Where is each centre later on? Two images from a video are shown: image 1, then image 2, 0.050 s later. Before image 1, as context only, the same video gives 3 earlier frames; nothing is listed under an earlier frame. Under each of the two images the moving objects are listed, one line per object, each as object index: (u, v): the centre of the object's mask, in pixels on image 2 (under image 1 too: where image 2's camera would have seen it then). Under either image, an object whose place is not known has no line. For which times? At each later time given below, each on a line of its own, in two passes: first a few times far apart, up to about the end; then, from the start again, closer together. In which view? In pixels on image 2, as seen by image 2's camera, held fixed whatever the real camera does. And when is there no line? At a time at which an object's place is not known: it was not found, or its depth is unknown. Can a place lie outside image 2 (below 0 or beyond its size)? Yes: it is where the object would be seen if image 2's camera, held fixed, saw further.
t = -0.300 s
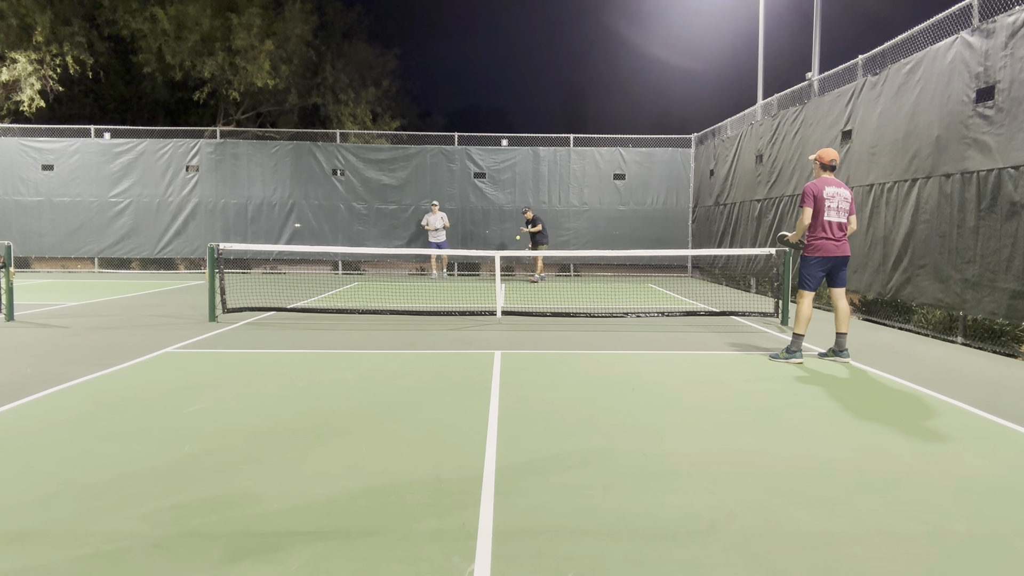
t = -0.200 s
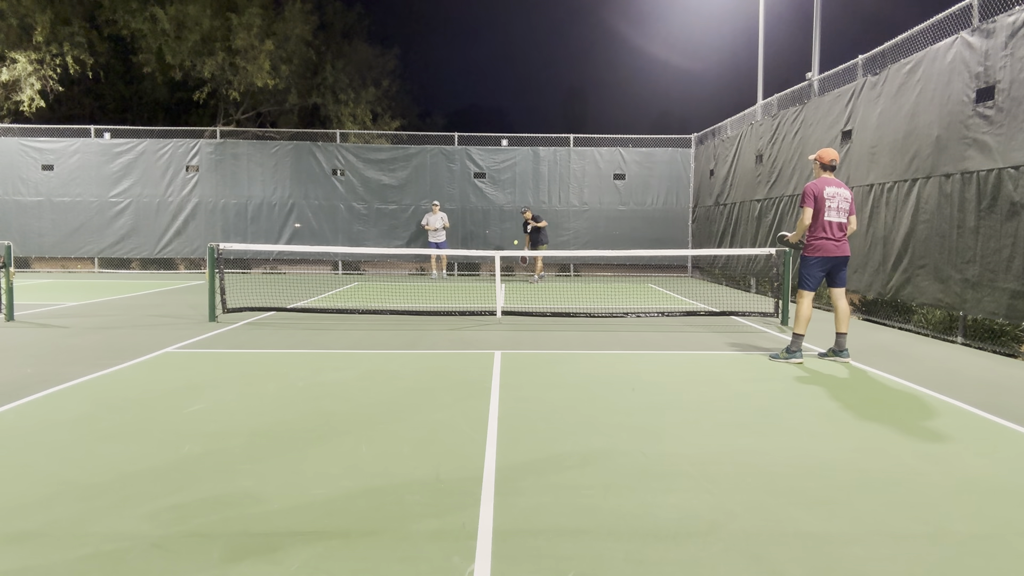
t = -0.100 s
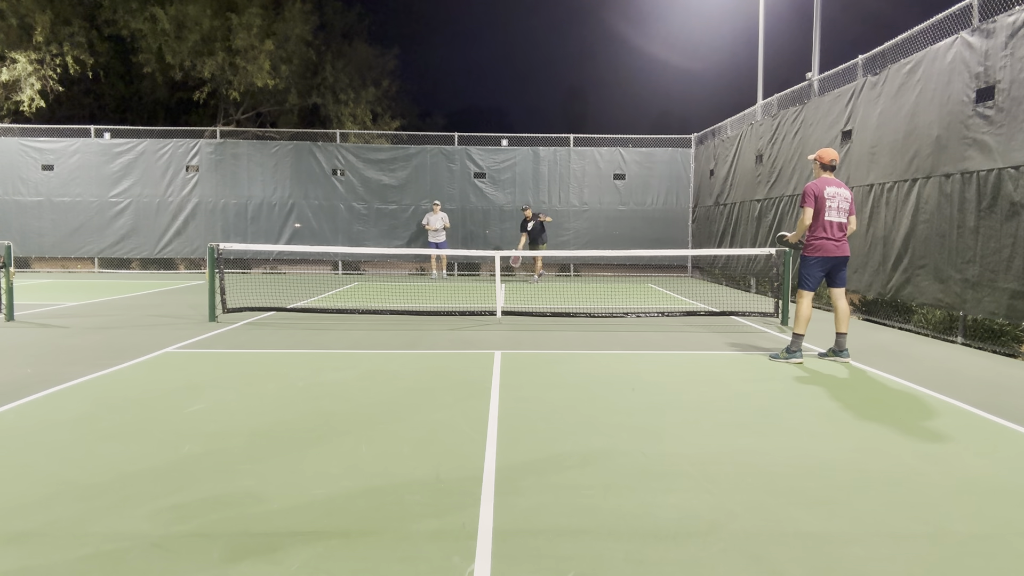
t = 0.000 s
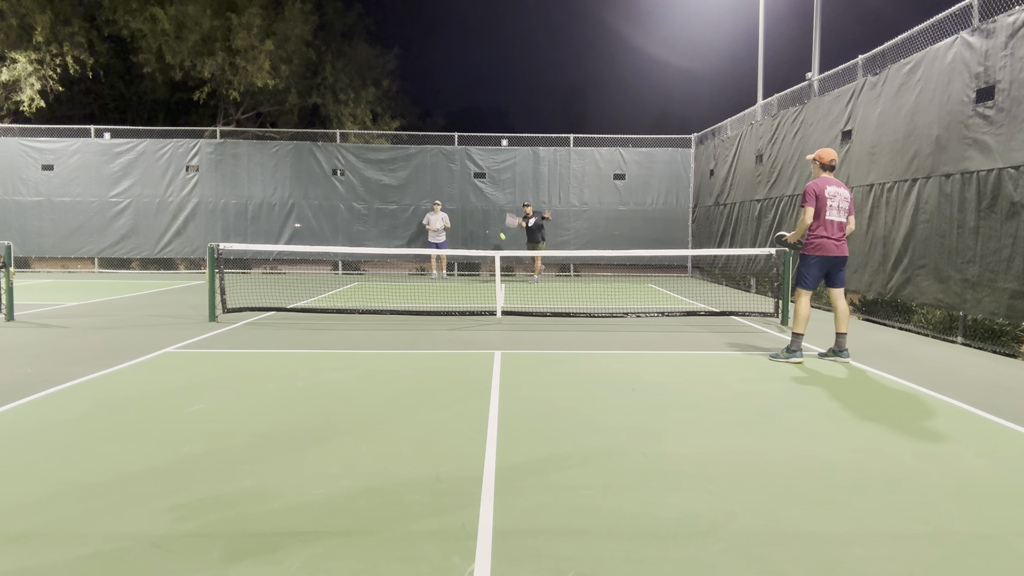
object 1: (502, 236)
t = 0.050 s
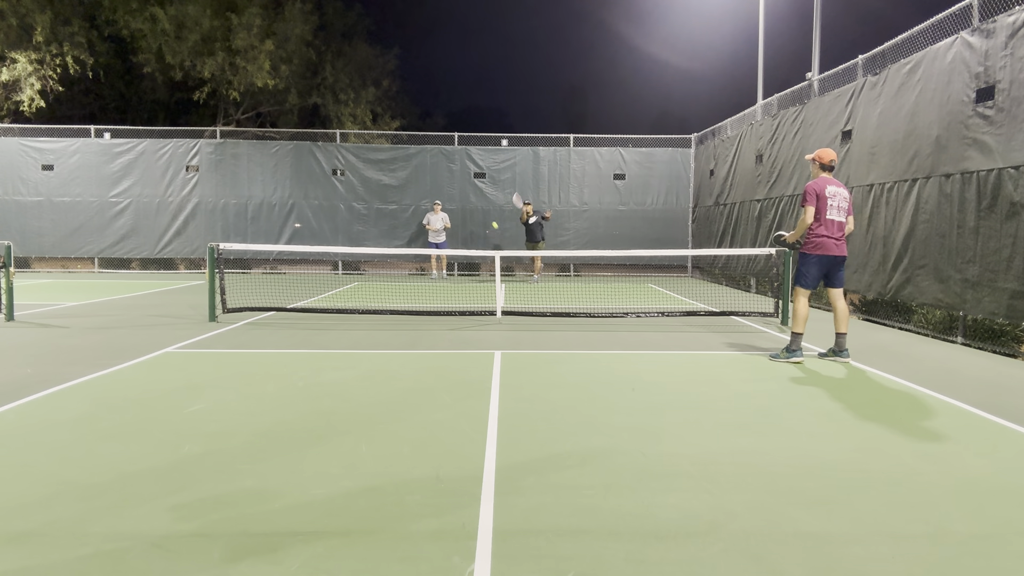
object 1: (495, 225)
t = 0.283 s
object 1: (451, 187)
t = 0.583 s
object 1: (358, 199)
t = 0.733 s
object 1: (278, 261)
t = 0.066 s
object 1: (492, 222)
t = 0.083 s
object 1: (489, 218)
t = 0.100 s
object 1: (486, 215)
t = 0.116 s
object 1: (484, 212)
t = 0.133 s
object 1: (481, 208)
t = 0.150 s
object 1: (478, 205)
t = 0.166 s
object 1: (475, 203)
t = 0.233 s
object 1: (462, 193)
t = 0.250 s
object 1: (459, 191)
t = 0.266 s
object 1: (455, 189)
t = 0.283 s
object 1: (451, 187)
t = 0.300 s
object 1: (448, 185)
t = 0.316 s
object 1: (444, 184)
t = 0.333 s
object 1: (439, 182)
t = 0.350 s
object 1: (435, 181)
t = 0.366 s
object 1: (431, 181)
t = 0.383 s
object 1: (426, 180)
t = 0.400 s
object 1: (422, 180)
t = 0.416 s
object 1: (417, 180)
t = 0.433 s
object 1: (412, 180)
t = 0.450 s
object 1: (407, 181)
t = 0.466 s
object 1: (401, 182)
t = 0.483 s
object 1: (396, 183)
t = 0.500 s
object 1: (390, 184)
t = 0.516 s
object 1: (384, 186)
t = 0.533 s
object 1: (378, 189)
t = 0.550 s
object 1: (372, 192)
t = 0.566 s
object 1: (365, 195)
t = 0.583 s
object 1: (358, 199)
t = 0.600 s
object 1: (350, 203)
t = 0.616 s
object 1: (343, 208)
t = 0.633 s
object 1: (335, 213)
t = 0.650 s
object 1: (327, 219)
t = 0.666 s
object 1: (318, 226)
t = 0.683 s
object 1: (309, 234)
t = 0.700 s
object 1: (301, 240)
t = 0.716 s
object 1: (288, 252)
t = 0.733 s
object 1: (278, 261)
